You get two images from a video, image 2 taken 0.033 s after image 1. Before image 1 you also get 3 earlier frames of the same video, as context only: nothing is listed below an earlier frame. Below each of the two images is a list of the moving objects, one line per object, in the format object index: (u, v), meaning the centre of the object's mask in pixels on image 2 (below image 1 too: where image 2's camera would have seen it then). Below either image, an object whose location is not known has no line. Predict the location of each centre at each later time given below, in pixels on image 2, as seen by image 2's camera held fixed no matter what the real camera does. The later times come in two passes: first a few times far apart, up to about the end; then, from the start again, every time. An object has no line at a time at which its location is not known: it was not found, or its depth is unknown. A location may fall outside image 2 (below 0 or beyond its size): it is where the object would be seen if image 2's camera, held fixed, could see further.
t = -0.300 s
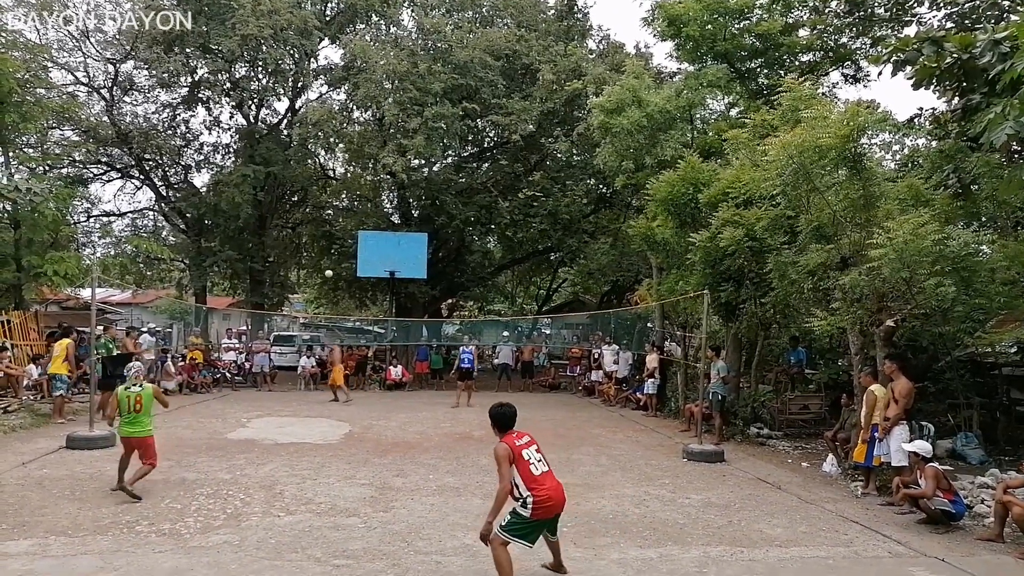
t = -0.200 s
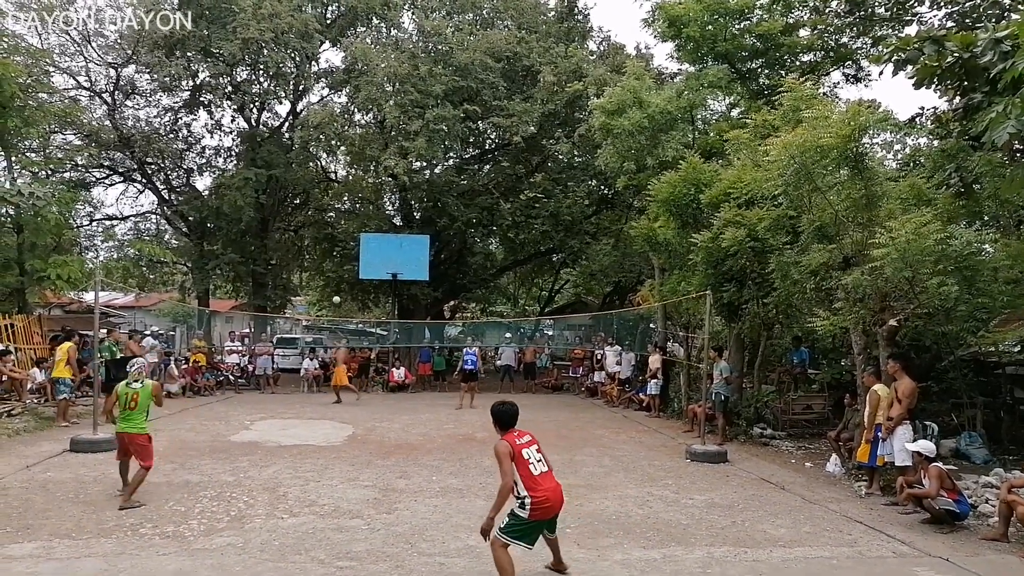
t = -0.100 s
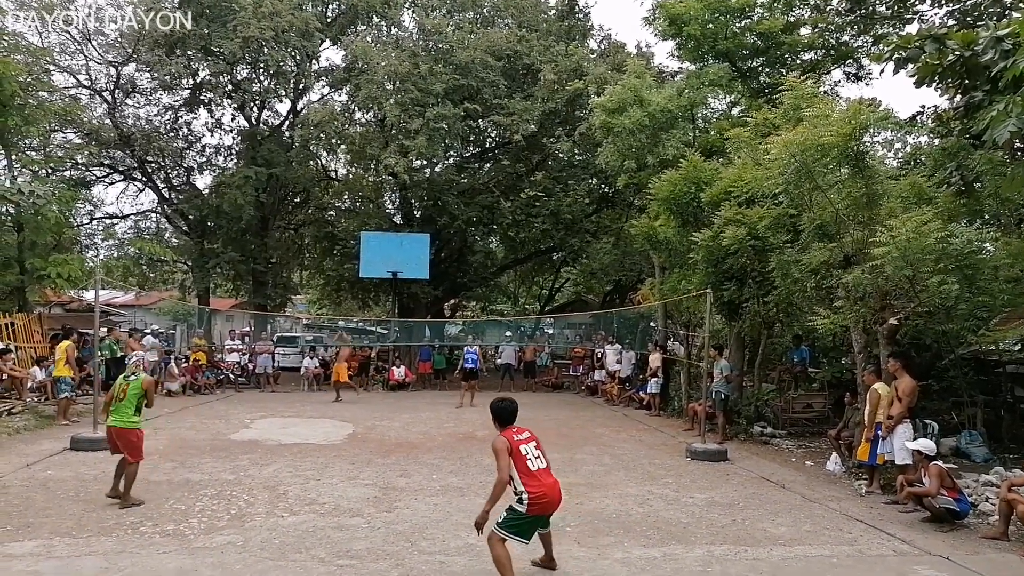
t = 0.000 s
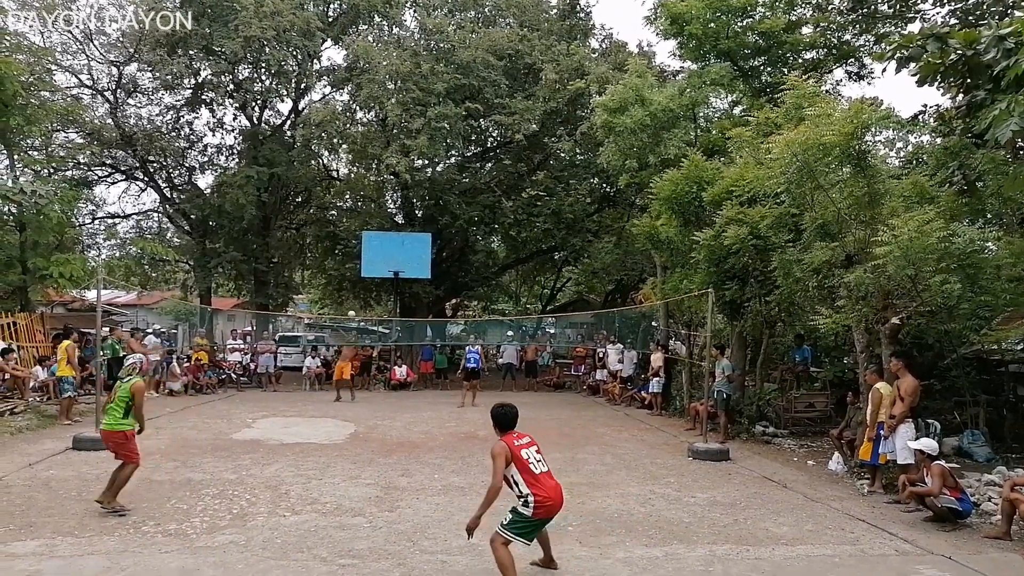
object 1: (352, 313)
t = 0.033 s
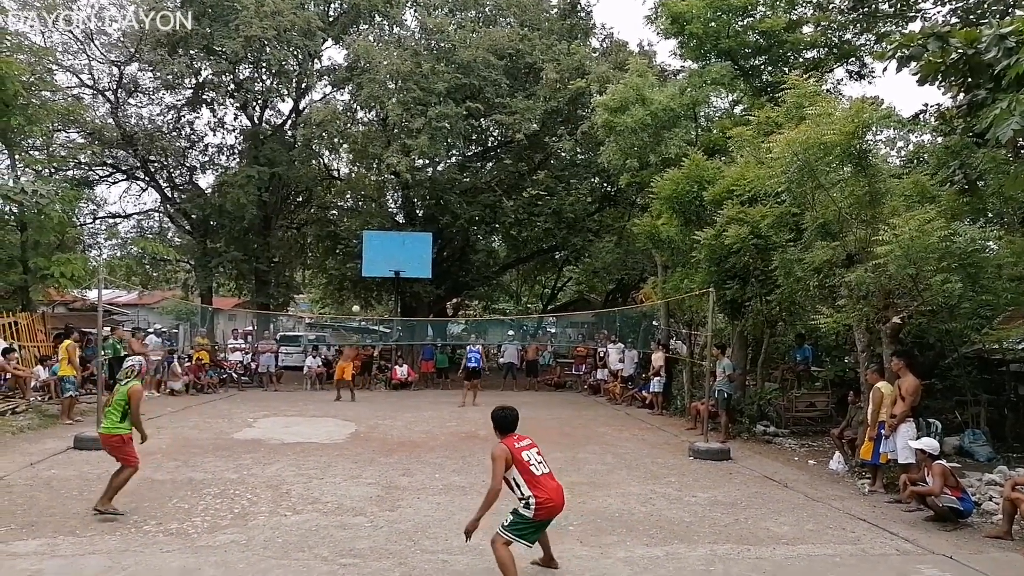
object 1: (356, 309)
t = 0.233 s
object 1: (380, 289)
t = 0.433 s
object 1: (413, 290)
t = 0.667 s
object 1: (473, 345)
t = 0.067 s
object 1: (359, 305)
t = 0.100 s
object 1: (363, 301)
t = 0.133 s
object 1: (367, 297)
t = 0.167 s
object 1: (371, 294)
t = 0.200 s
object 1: (375, 291)
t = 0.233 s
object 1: (380, 289)
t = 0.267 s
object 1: (385, 287)
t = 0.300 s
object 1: (390, 286)
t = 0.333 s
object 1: (395, 286)
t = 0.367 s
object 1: (401, 287)
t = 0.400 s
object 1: (407, 288)
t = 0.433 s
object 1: (413, 290)
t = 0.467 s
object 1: (420, 293)
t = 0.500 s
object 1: (427, 298)
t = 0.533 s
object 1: (435, 304)
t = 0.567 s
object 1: (444, 311)
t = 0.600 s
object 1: (452, 321)
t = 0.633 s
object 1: (463, 332)
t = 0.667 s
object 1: (473, 345)
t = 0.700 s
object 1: (486, 362)
